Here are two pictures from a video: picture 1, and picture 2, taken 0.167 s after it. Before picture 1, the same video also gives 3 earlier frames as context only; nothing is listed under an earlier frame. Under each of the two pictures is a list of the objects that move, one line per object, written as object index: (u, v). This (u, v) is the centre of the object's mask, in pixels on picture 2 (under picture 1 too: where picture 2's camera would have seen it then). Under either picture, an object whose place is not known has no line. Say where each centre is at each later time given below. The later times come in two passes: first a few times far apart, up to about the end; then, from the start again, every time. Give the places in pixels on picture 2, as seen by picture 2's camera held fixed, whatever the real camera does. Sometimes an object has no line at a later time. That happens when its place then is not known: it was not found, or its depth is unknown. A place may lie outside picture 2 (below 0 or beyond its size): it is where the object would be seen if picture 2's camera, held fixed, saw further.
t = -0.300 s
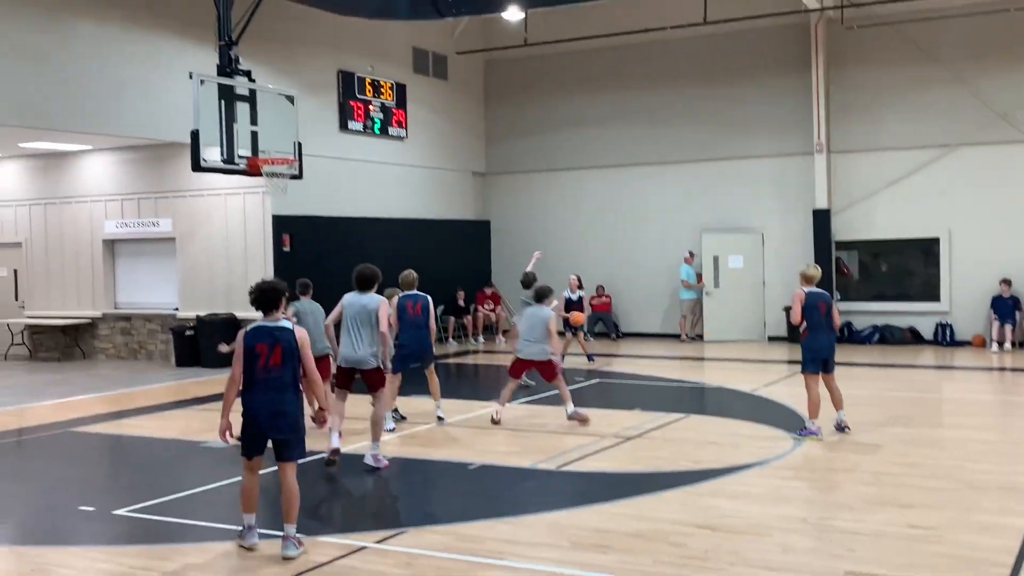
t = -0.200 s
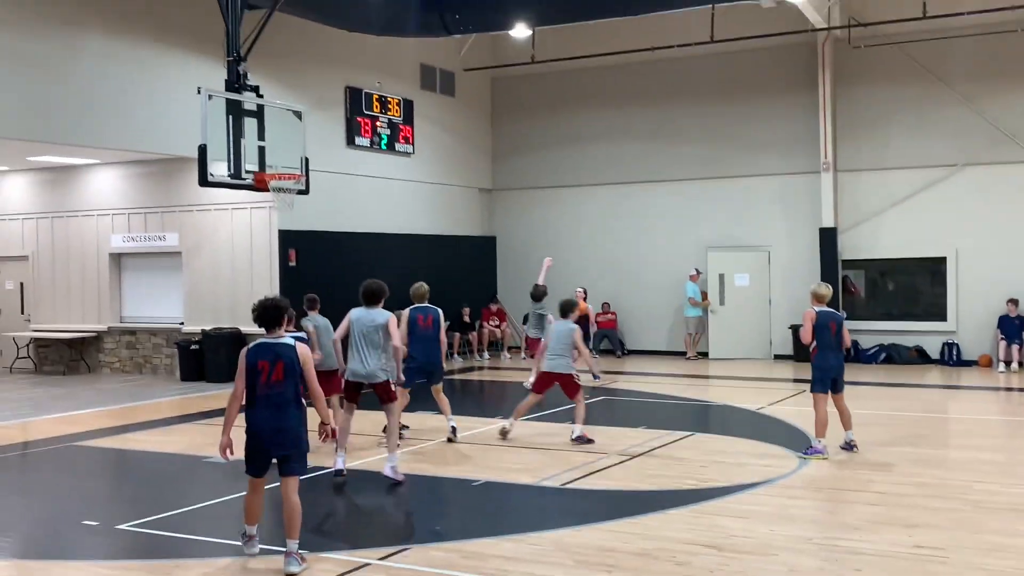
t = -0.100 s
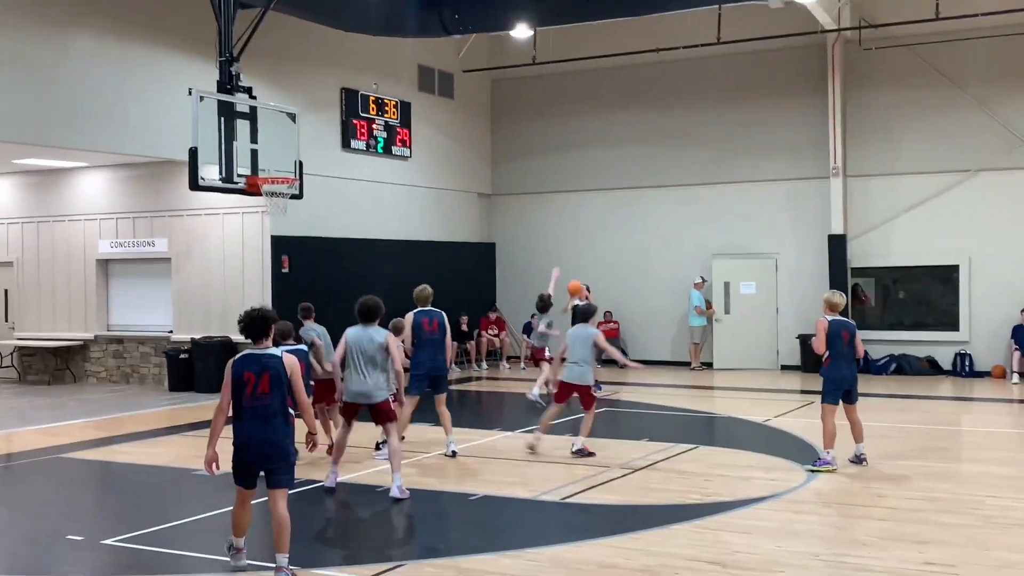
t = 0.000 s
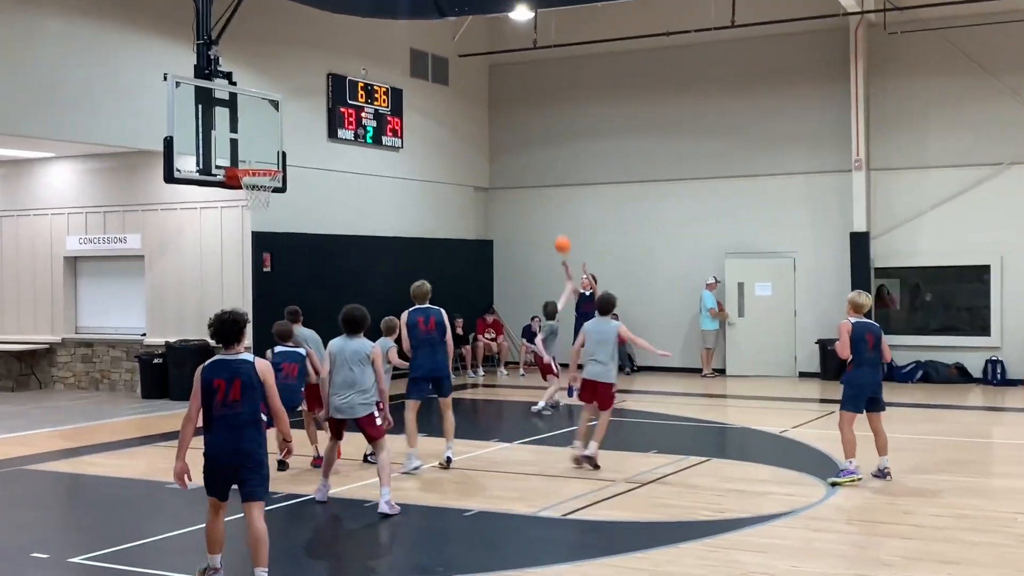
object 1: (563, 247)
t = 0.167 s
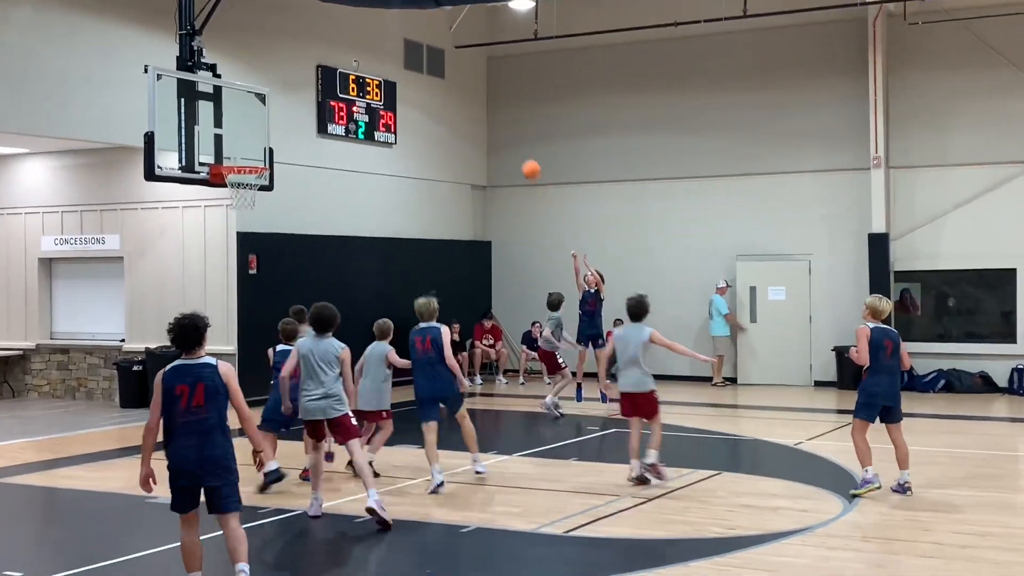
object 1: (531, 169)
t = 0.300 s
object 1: (503, 120)
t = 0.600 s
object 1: (436, 51)
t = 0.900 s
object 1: (360, 52)
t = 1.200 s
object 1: (275, 139)
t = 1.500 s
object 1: (236, 141)
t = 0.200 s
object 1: (525, 156)
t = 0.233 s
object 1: (517, 144)
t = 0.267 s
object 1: (511, 132)
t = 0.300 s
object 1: (503, 120)
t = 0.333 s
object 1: (497, 109)
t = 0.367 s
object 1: (490, 99)
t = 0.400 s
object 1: (481, 89)
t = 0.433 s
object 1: (474, 82)
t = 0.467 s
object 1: (466, 74)
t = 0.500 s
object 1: (459, 67)
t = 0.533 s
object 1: (451, 61)
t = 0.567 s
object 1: (443, 56)
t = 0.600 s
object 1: (436, 51)
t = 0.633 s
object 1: (427, 48)
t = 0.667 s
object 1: (419, 45)
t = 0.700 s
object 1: (411, 43)
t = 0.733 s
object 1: (403, 42)
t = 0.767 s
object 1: (395, 41)
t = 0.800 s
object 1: (386, 42)
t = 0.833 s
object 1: (377, 45)
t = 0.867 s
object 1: (368, 48)
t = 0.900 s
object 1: (360, 52)
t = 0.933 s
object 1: (351, 57)
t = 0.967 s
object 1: (342, 63)
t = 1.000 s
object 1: (332, 71)
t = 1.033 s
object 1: (324, 79)
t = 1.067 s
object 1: (314, 88)
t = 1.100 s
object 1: (304, 99)
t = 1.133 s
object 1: (294, 111)
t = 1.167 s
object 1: (284, 125)
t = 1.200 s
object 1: (275, 139)
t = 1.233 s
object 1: (265, 154)
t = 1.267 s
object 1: (260, 156)
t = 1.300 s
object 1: (256, 150)
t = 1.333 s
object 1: (253, 146)
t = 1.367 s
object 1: (250, 143)
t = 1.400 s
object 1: (246, 140)
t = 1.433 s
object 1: (243, 140)
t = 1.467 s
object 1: (240, 140)
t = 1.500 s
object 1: (236, 141)
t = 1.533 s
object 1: (233, 144)
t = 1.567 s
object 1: (230, 147)
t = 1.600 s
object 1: (226, 152)
